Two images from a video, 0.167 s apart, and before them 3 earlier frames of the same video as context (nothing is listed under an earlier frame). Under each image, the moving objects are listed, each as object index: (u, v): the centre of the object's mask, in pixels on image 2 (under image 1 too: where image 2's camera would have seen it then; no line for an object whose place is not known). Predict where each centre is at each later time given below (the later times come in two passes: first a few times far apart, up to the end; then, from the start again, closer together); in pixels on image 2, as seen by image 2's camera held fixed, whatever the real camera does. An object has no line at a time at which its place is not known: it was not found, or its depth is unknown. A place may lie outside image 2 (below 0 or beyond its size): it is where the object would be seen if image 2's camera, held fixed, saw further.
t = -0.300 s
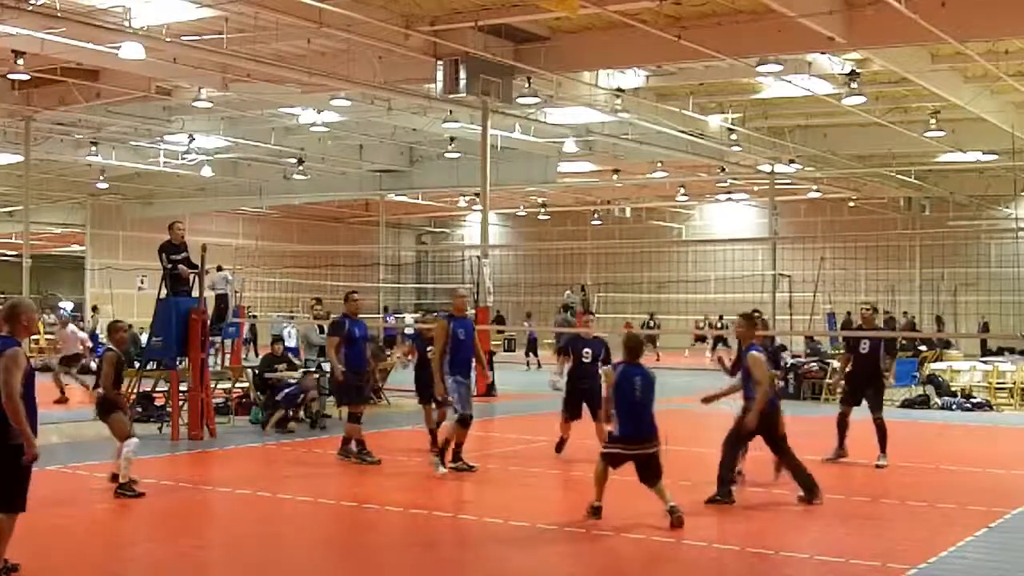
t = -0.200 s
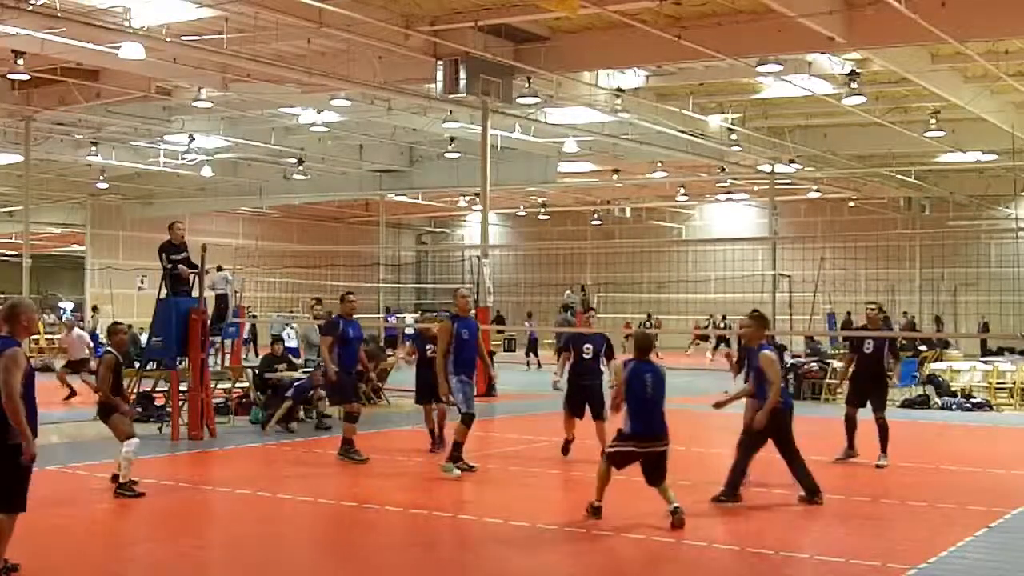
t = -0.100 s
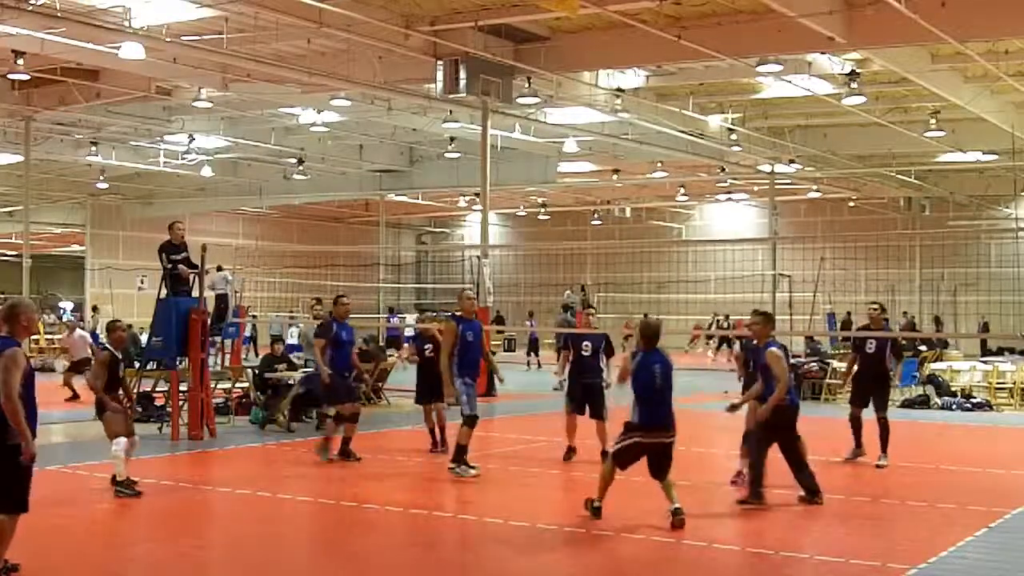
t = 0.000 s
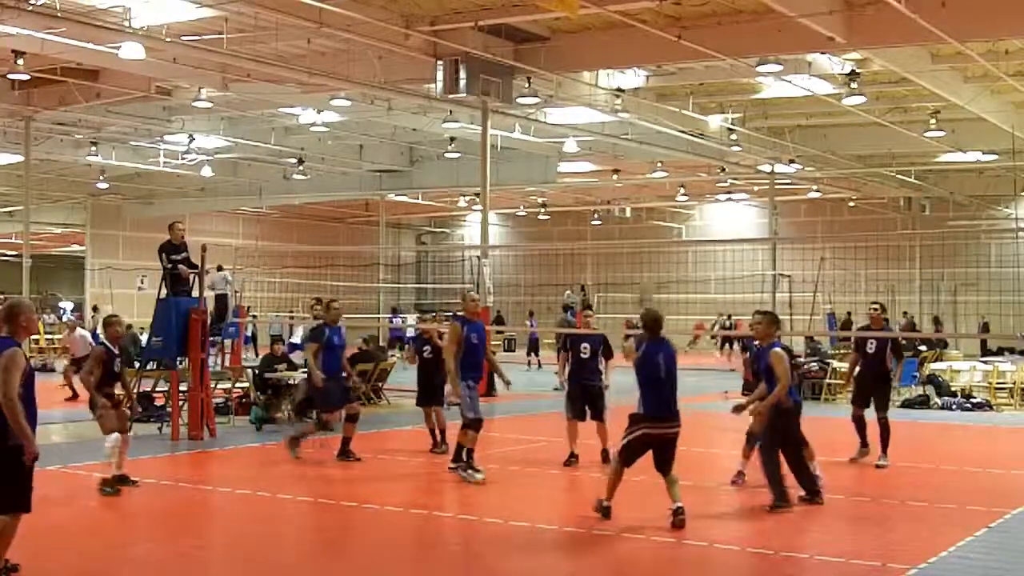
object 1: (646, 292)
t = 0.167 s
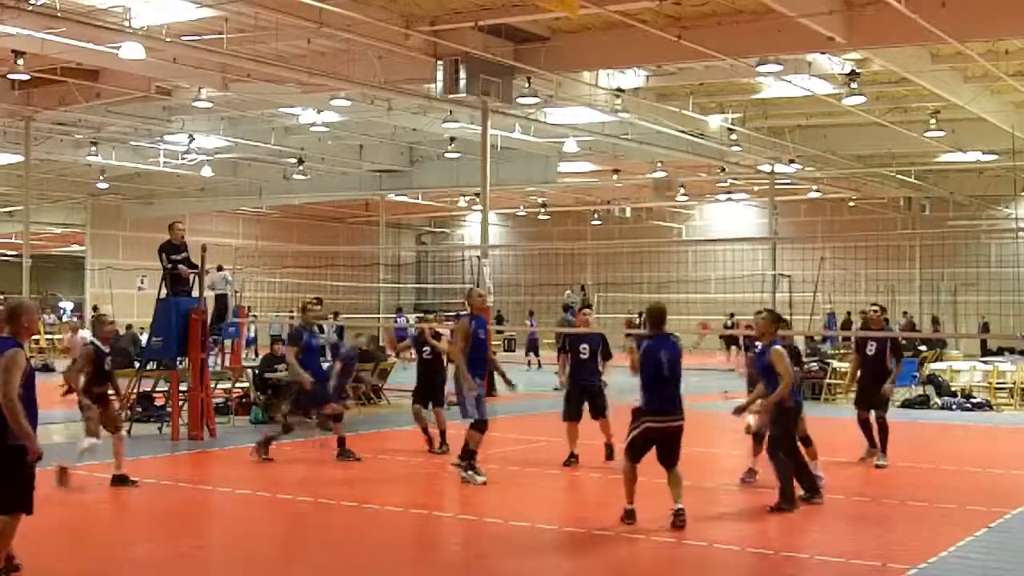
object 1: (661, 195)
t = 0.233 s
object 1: (671, 153)
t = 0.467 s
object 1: (696, 65)
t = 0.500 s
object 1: (699, 62)
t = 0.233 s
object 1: (671, 153)
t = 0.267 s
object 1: (673, 132)
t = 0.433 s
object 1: (692, 75)
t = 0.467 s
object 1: (696, 65)
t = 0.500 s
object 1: (699, 62)
